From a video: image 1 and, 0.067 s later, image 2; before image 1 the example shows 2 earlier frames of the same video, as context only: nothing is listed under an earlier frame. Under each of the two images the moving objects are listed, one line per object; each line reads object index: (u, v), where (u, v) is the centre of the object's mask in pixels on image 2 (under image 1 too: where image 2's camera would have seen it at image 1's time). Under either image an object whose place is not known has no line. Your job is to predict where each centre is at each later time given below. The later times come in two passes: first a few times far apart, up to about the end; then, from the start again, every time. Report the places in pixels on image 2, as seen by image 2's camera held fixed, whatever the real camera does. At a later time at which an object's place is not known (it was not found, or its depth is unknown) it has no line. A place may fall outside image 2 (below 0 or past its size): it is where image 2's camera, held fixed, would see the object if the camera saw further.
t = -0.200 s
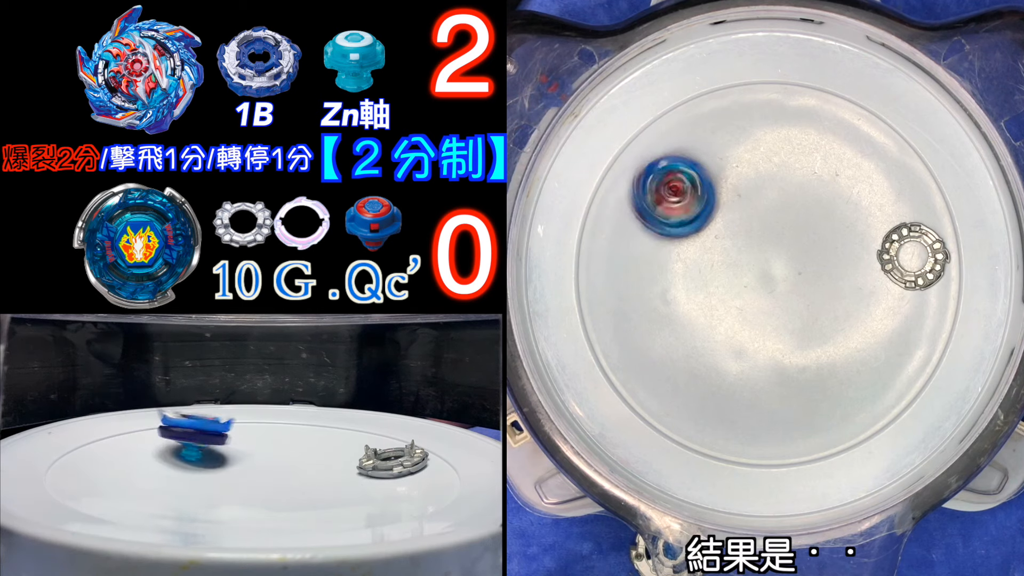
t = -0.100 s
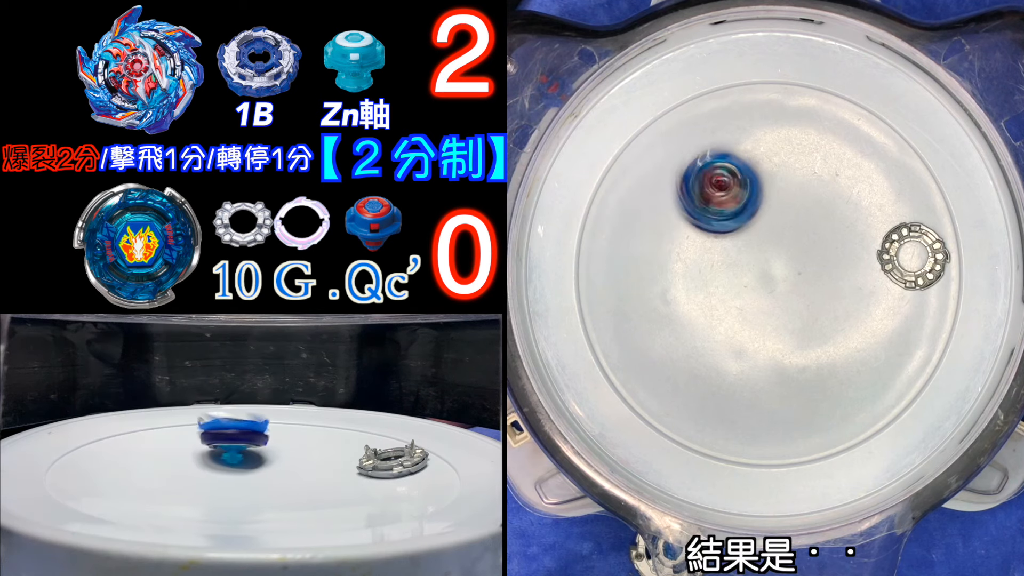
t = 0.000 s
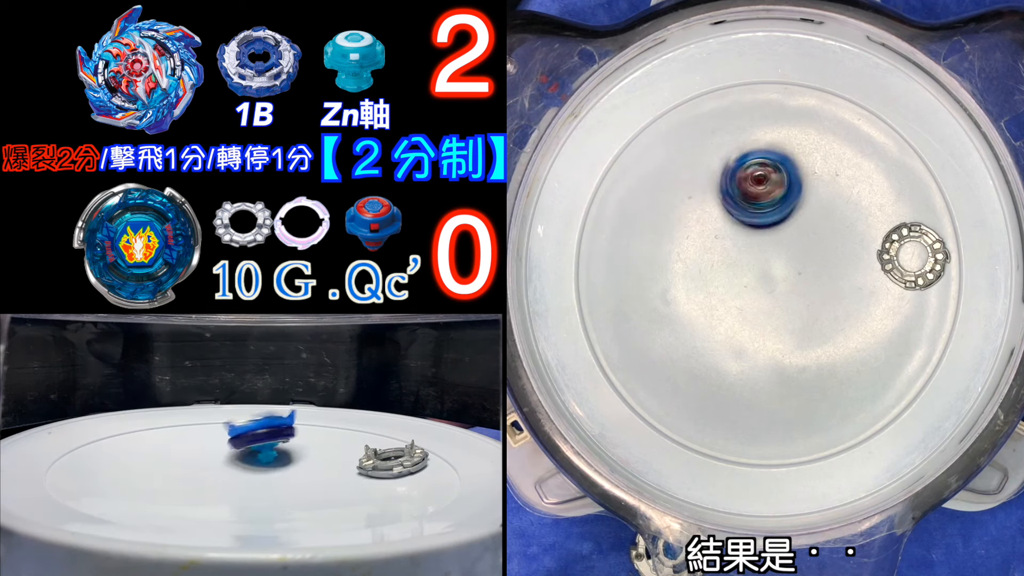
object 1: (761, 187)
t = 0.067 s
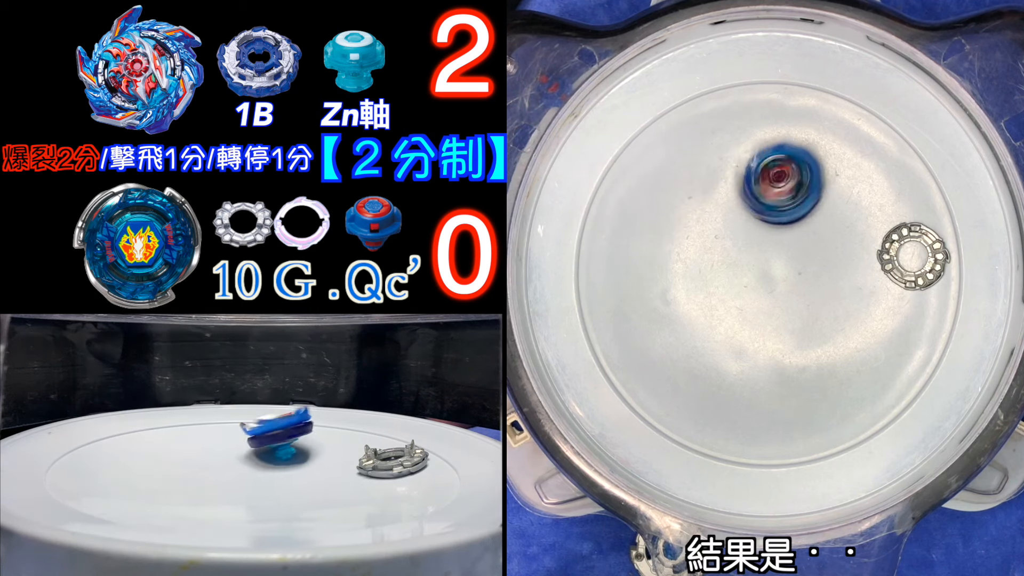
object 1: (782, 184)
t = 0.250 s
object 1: (830, 168)
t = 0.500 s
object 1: (835, 191)
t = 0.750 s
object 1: (798, 263)
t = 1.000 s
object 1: (806, 335)
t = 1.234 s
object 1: (814, 353)
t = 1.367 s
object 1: (809, 335)
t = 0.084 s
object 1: (787, 182)
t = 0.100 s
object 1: (792, 180)
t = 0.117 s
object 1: (797, 178)
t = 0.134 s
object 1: (802, 177)
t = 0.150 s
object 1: (807, 176)
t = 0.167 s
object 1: (812, 174)
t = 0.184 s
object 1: (816, 172)
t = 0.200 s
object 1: (819, 171)
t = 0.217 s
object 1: (823, 170)
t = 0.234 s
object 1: (826, 169)
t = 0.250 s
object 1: (830, 168)
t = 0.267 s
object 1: (832, 168)
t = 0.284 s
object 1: (834, 167)
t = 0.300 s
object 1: (836, 167)
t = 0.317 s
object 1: (836, 167)
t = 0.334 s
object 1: (836, 167)
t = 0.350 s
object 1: (836, 167)
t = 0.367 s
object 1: (835, 168)
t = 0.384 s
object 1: (834, 170)
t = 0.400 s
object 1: (833, 173)
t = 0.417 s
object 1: (833, 176)
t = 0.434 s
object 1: (834, 181)
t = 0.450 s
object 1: (834, 184)
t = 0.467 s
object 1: (835, 187)
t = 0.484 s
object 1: (835, 189)
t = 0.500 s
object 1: (835, 191)
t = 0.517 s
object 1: (834, 194)
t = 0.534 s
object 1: (832, 196)
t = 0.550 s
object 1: (828, 199)
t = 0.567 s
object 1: (825, 203)
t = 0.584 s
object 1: (822, 207)
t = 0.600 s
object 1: (820, 212)
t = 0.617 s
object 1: (817, 217)
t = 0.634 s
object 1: (814, 223)
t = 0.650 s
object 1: (811, 229)
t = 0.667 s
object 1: (808, 235)
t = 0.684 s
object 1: (806, 241)
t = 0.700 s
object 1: (804, 247)
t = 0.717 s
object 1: (802, 252)
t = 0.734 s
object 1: (800, 258)
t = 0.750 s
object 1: (798, 263)
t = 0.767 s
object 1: (797, 269)
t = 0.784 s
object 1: (796, 274)
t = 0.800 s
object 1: (795, 279)
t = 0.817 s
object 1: (795, 284)
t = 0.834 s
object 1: (795, 289)
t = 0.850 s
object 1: (796, 293)
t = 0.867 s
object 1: (796, 298)
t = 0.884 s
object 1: (796, 302)
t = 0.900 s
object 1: (797, 307)
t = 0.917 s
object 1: (797, 312)
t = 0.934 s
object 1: (799, 316)
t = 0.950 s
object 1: (800, 321)
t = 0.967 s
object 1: (802, 326)
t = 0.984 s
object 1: (804, 331)
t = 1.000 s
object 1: (806, 335)
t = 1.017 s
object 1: (808, 339)
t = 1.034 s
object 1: (810, 342)
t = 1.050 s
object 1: (812, 346)
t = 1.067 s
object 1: (814, 349)
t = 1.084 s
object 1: (816, 351)
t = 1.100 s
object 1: (817, 352)
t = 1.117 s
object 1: (818, 352)
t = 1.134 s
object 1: (819, 354)
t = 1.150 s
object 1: (819, 355)
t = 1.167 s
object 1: (819, 356)
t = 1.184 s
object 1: (818, 355)
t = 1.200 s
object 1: (817, 355)
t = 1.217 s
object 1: (816, 354)
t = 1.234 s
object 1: (814, 353)
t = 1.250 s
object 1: (812, 352)
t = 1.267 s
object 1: (812, 352)
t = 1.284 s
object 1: (813, 350)
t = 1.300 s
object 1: (814, 347)
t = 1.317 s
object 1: (815, 343)
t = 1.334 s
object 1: (813, 340)
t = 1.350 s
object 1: (811, 338)
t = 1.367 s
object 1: (809, 335)
